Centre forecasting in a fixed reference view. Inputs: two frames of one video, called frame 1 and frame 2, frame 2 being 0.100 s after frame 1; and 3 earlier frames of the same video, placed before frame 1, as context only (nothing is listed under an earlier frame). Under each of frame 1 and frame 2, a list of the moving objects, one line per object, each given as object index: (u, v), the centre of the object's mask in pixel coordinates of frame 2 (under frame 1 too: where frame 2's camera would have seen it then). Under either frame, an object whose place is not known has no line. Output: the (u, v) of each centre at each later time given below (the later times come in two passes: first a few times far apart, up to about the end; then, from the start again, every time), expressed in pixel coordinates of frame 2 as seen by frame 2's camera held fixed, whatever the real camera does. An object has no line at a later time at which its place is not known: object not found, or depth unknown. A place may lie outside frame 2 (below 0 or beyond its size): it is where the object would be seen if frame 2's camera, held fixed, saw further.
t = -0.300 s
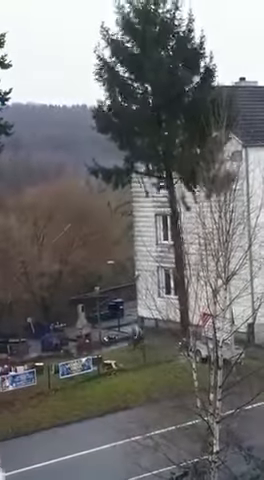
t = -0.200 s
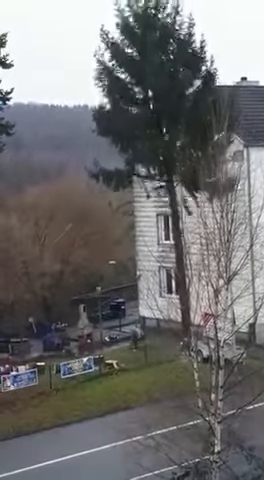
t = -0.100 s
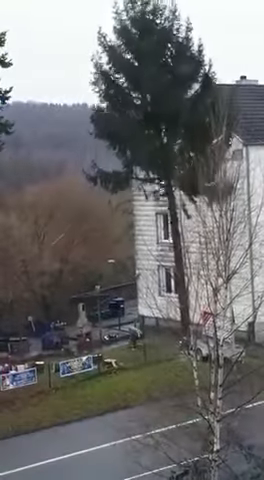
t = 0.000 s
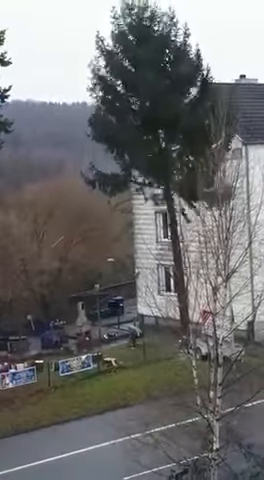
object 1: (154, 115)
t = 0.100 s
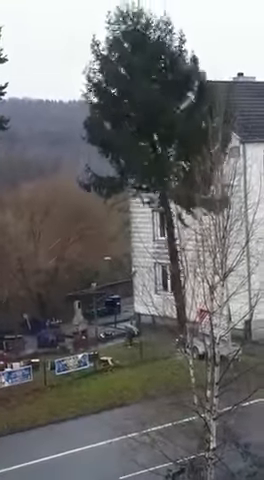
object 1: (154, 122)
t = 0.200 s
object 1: (152, 131)
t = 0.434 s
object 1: (148, 160)
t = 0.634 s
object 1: (147, 196)
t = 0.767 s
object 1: (148, 226)
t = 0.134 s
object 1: (153, 125)
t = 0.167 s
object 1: (152, 128)
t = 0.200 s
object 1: (152, 131)
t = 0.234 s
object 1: (151, 134)
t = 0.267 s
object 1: (150, 137)
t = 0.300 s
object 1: (149, 141)
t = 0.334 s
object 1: (149, 145)
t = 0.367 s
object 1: (149, 150)
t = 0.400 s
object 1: (148, 155)
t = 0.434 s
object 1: (148, 160)
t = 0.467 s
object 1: (148, 165)
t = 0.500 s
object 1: (148, 170)
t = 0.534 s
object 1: (147, 176)
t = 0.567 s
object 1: (148, 182)
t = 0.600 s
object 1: (147, 189)
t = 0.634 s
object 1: (147, 196)
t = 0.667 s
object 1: (148, 204)
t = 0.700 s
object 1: (147, 211)
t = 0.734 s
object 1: (148, 219)
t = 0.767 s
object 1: (148, 226)
